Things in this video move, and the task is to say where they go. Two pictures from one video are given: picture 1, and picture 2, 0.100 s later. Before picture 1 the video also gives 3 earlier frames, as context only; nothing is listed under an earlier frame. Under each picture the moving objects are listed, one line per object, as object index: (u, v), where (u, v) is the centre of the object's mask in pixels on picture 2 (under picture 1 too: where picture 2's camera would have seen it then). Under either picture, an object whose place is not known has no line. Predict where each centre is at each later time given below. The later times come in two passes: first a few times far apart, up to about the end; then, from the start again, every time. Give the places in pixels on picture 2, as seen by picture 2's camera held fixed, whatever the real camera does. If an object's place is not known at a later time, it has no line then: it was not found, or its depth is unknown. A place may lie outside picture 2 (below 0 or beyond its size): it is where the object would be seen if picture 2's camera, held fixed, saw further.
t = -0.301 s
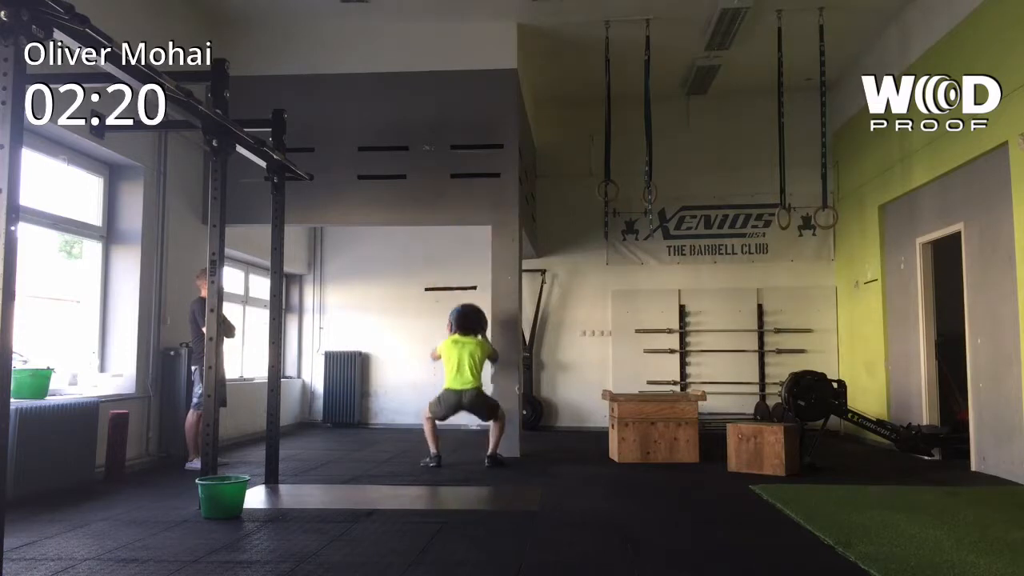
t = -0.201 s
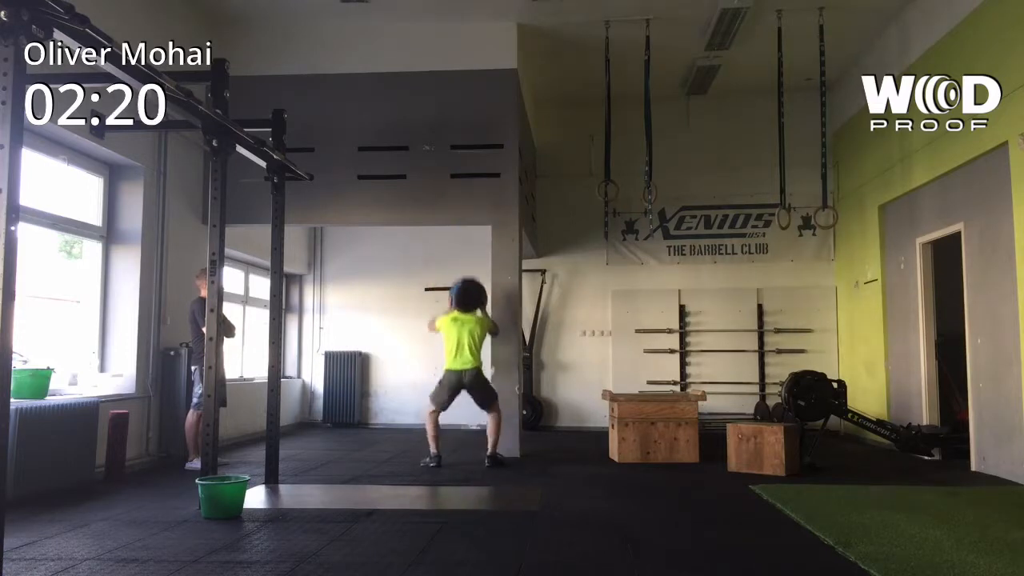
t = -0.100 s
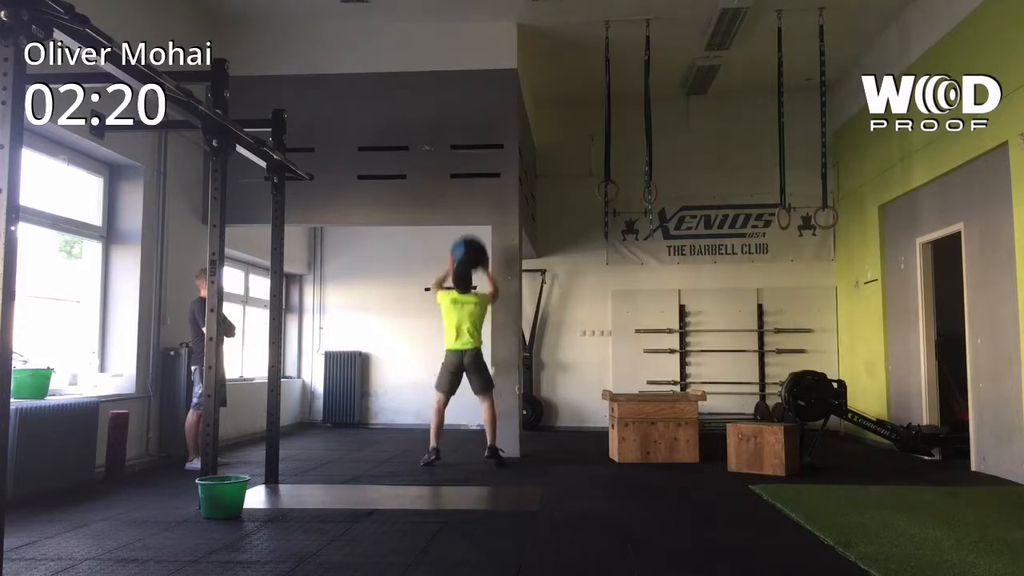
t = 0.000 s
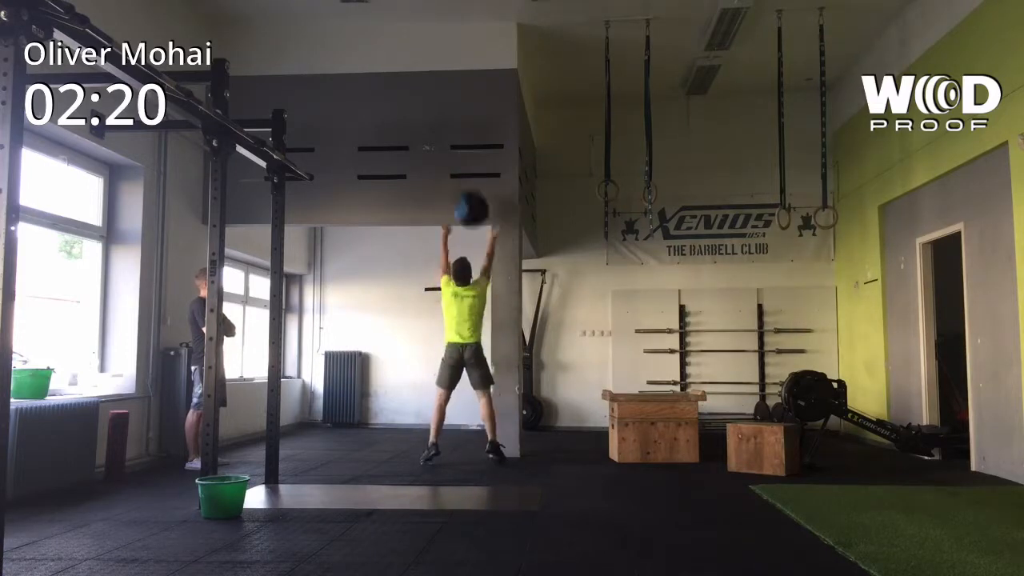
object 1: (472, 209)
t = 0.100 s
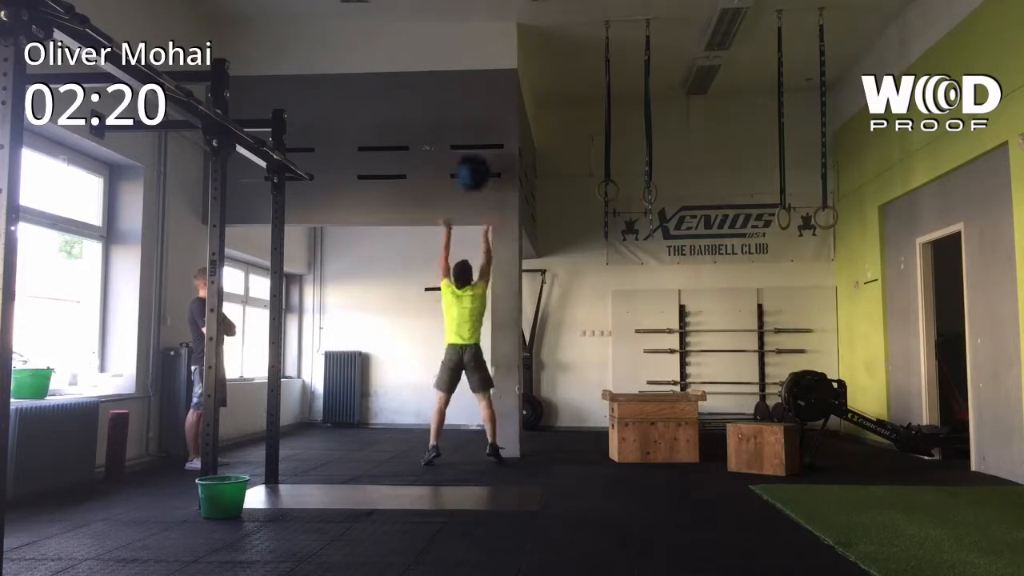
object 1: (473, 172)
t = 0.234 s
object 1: (476, 140)
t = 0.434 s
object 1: (479, 125)
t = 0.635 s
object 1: (478, 150)
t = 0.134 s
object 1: (474, 161)
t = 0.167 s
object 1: (475, 154)
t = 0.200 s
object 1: (476, 146)
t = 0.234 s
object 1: (476, 140)
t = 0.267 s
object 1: (477, 134)
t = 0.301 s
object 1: (478, 130)
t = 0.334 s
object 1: (479, 127)
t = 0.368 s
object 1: (479, 127)
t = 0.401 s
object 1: (479, 126)
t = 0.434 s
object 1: (479, 125)
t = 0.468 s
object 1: (479, 127)
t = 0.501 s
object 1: (478, 129)
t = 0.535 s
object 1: (478, 132)
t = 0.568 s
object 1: (479, 137)
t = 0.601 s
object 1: (479, 143)
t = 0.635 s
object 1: (478, 150)
